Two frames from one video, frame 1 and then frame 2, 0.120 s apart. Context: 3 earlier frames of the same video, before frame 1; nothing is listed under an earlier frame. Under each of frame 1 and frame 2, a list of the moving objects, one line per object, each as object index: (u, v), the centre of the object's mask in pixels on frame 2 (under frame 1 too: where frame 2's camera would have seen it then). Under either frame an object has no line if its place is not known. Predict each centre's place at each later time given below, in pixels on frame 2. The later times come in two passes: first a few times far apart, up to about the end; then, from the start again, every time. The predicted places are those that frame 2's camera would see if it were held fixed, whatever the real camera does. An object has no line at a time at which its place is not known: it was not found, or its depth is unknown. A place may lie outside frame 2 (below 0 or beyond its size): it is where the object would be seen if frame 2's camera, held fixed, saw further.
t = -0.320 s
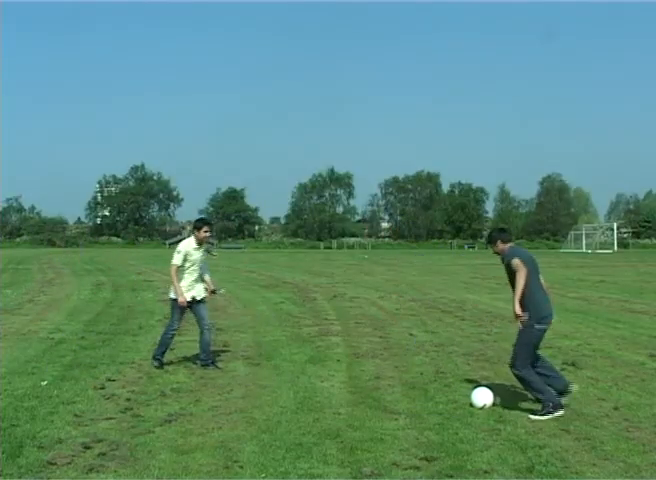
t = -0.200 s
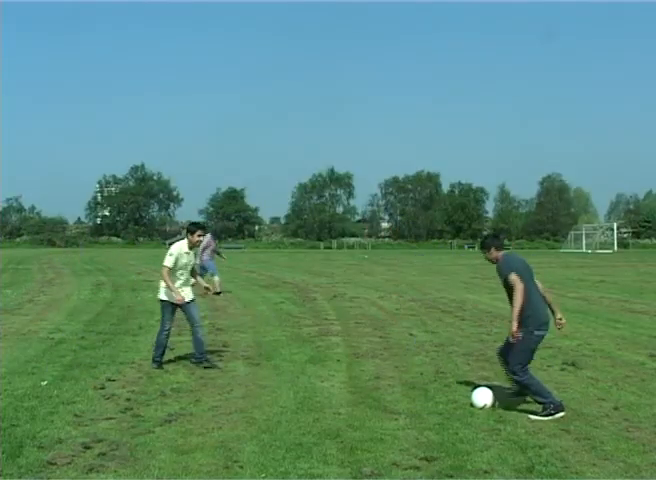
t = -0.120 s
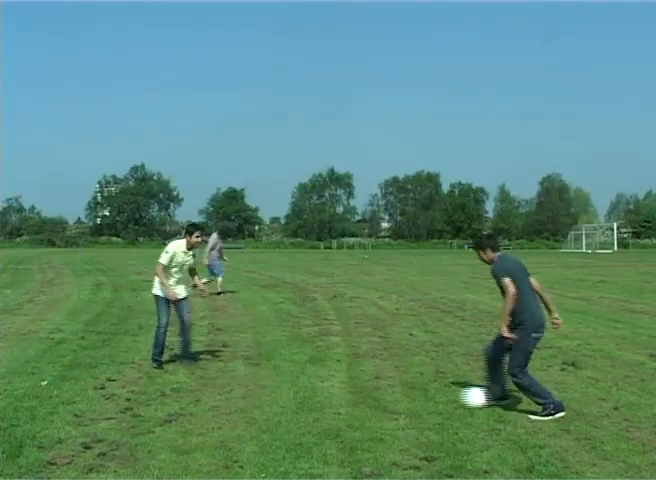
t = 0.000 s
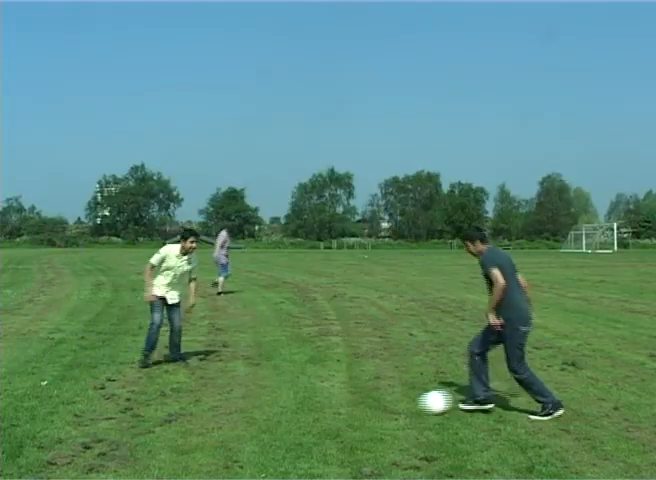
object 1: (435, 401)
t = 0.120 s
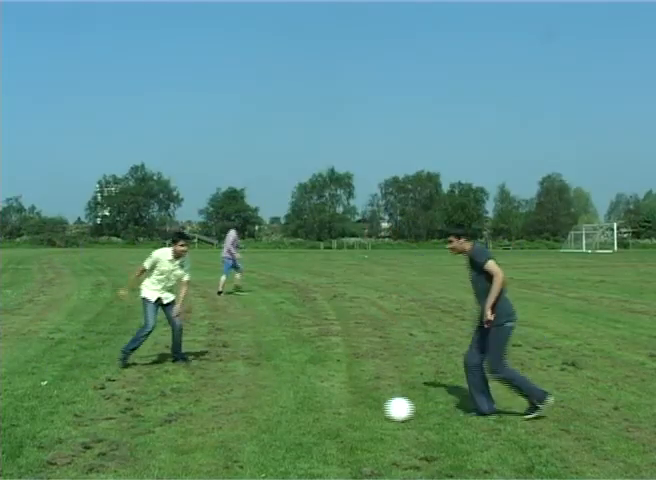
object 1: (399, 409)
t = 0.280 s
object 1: (363, 415)
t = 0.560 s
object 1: (304, 424)
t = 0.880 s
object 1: (243, 431)
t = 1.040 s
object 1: (217, 432)
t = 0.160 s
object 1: (389, 410)
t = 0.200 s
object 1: (380, 412)
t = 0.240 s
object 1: (371, 413)
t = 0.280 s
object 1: (363, 415)
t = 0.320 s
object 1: (354, 416)
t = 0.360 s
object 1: (346, 418)
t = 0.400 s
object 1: (336, 420)
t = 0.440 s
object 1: (328, 421)
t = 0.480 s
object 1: (320, 420)
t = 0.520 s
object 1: (312, 421)
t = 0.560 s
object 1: (304, 424)
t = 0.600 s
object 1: (296, 425)
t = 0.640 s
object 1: (288, 425)
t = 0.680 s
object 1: (280, 425)
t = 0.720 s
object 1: (272, 427)
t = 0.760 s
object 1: (264, 429)
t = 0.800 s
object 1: (256, 429)
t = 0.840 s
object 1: (249, 430)
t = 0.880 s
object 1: (243, 431)
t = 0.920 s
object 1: (236, 432)
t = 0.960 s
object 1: (230, 432)
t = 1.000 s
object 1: (223, 431)
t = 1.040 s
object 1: (217, 432)
